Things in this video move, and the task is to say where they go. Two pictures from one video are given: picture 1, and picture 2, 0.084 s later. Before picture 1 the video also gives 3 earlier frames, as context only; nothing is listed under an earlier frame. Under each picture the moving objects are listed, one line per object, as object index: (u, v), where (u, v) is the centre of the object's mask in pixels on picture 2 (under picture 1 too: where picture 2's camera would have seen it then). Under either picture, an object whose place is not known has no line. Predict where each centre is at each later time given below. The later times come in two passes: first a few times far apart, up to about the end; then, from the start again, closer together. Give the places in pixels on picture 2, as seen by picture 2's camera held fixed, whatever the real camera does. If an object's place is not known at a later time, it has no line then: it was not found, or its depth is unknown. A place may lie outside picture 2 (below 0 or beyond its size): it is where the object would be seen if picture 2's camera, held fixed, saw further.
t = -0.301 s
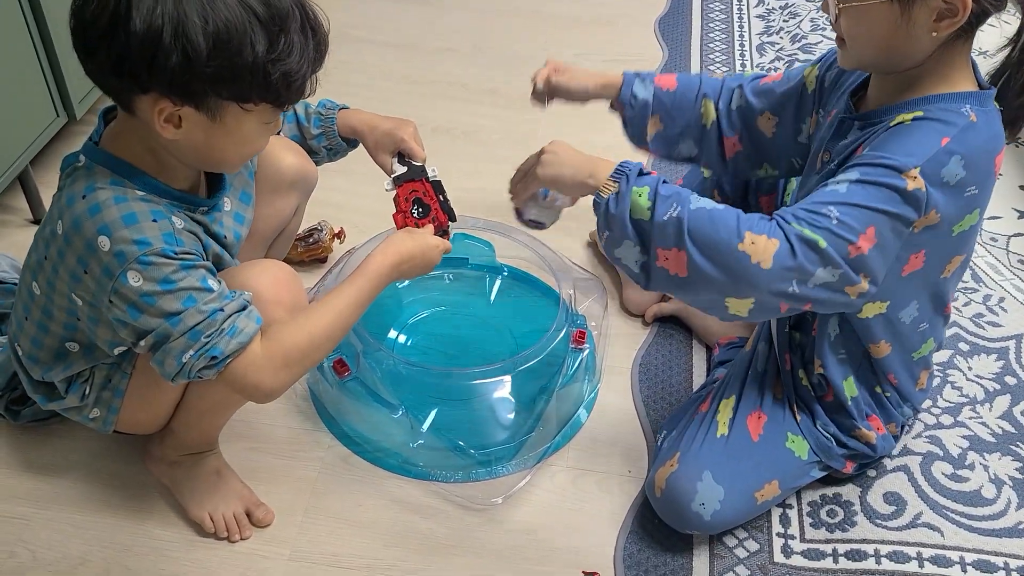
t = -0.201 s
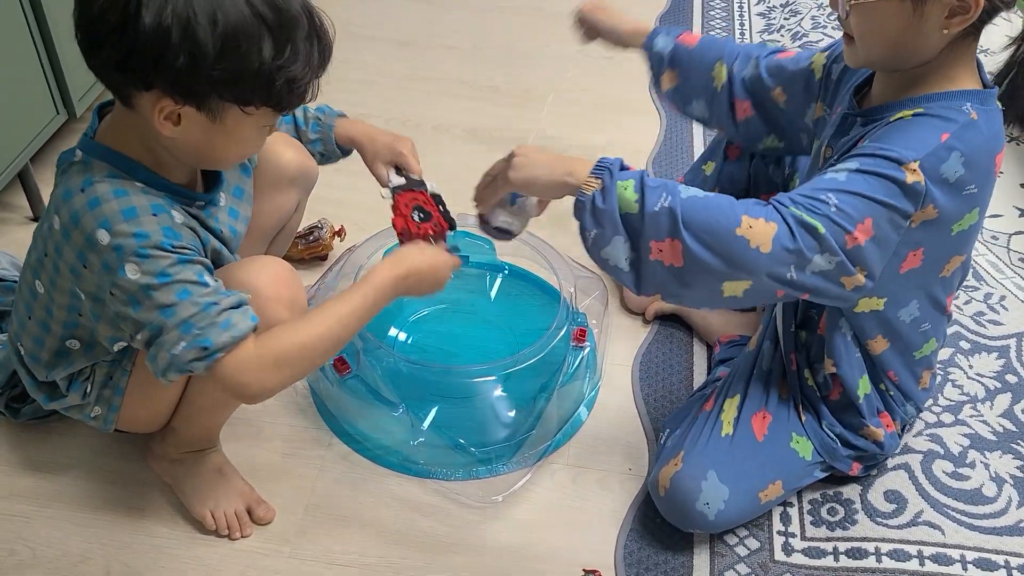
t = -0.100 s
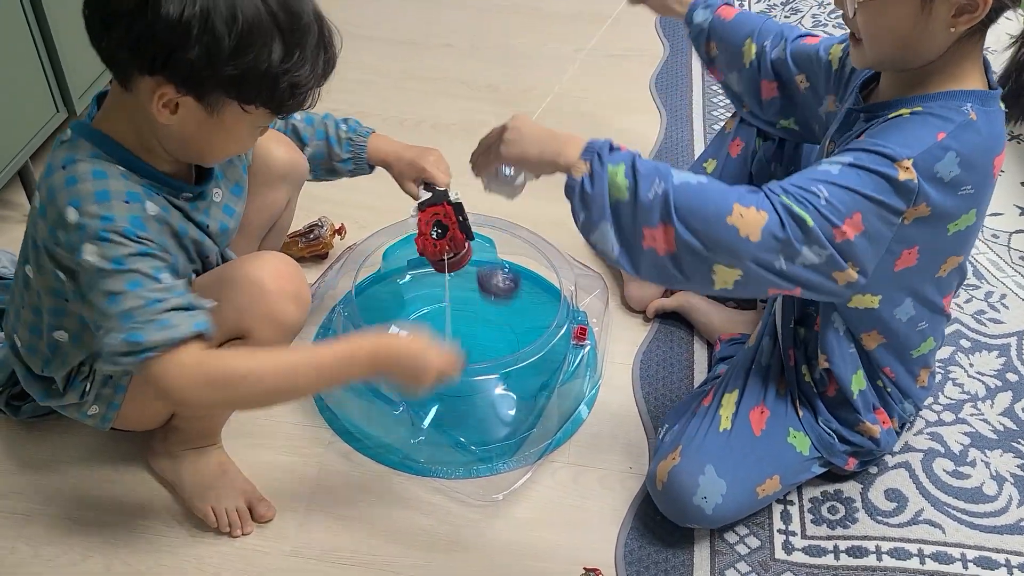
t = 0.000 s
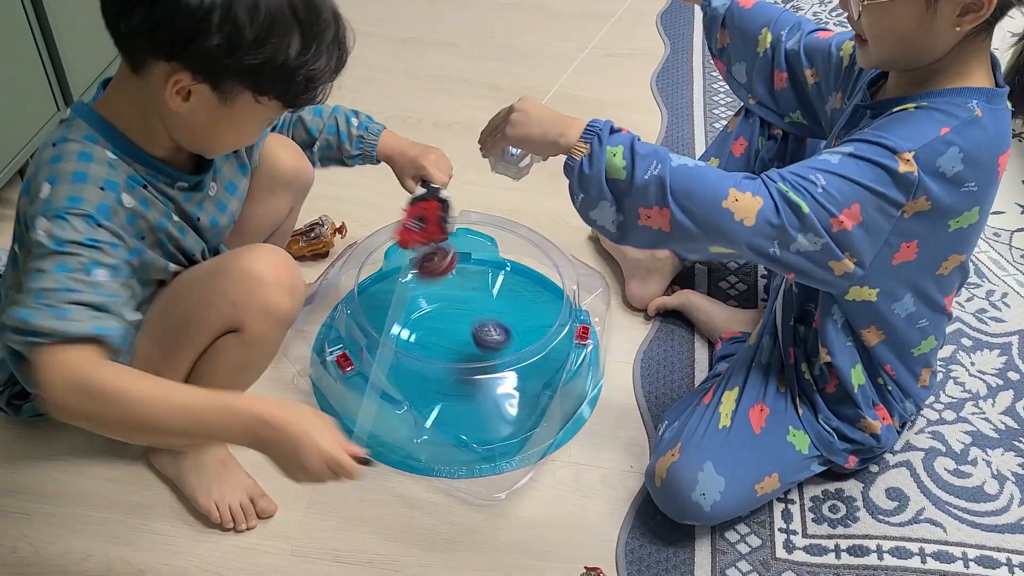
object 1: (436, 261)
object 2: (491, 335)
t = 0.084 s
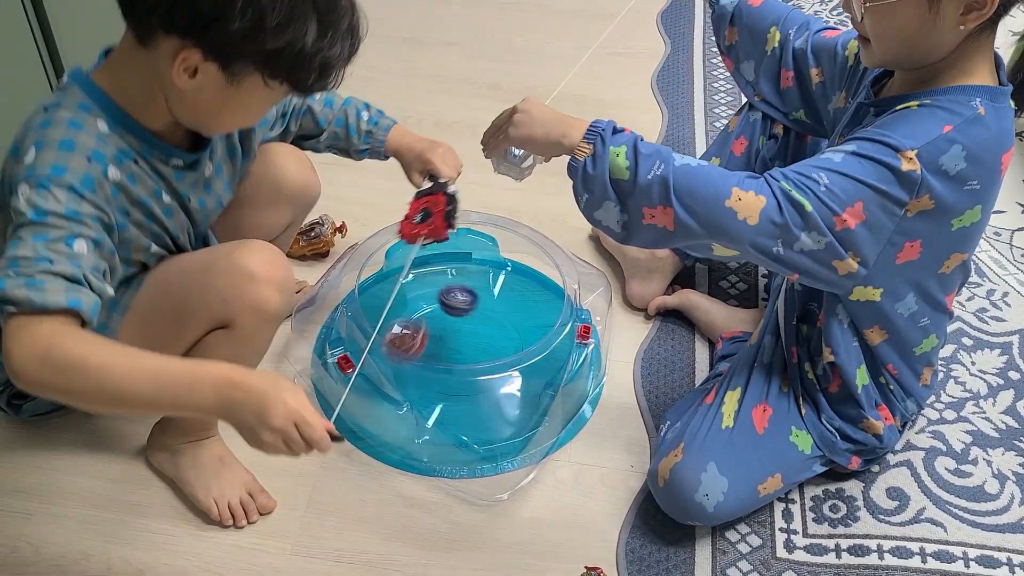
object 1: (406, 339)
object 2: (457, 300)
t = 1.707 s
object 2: (481, 351)
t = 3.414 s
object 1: (437, 350)
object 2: (466, 315)
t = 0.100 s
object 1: (400, 360)
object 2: (451, 297)
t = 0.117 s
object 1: (397, 379)
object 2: (444, 295)
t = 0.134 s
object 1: (408, 382)
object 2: (438, 295)
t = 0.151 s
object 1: (422, 372)
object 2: (431, 296)
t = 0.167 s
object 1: (436, 364)
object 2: (425, 298)
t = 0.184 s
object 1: (449, 357)
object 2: (420, 295)
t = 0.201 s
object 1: (462, 354)
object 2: (418, 290)
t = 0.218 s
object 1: (474, 351)
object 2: (415, 287)
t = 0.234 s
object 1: (487, 349)
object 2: (412, 285)
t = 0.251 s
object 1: (497, 340)
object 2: (409, 285)
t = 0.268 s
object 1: (507, 330)
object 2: (406, 286)
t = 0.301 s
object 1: (523, 316)
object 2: (400, 291)
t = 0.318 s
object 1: (532, 311)
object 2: (398, 294)
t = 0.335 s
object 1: (538, 305)
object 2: (398, 294)
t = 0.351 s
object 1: (546, 299)
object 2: (397, 296)
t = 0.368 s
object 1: (553, 293)
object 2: (396, 299)
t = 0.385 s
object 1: (558, 289)
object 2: (396, 303)
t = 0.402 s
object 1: (554, 287)
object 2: (396, 305)
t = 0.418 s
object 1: (550, 286)
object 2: (397, 307)
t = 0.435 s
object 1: (542, 287)
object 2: (398, 309)
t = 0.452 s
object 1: (540, 288)
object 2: (398, 313)
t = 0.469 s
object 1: (537, 289)
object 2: (400, 317)
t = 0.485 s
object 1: (533, 287)
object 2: (403, 320)
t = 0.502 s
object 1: (529, 288)
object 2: (406, 324)
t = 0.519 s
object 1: (526, 288)
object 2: (410, 328)
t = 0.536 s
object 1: (522, 289)
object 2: (414, 331)
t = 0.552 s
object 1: (520, 288)
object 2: (418, 334)
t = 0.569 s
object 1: (517, 288)
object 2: (422, 336)
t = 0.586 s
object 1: (515, 289)
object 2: (426, 339)
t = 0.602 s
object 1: (513, 289)
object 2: (431, 342)
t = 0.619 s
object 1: (512, 289)
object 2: (435, 344)
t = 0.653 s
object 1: (509, 290)
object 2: (444, 348)
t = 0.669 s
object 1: (509, 289)
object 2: (449, 349)
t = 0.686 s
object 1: (508, 290)
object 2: (453, 351)
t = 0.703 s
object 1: (508, 290)
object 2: (456, 352)
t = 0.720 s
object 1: (508, 290)
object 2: (460, 353)
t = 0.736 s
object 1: (507, 290)
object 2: (463, 354)
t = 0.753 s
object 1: (507, 290)
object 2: (466, 355)
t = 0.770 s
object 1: (507, 291)
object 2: (468, 356)
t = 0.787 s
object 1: (507, 291)
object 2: (470, 357)
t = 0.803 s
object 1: (506, 291)
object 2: (472, 358)
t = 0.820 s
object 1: (506, 292)
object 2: (474, 358)
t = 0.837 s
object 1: (505, 292)
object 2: (477, 363)
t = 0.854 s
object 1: (505, 292)
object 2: (478, 365)
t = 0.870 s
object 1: (504, 293)
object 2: (478, 366)
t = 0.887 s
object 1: (503, 293)
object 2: (478, 367)
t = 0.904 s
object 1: (503, 294)
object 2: (478, 367)
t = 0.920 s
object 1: (503, 295)
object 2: (478, 368)
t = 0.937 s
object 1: (502, 295)
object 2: (478, 369)
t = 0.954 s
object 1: (501, 296)
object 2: (477, 371)
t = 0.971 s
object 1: (501, 296)
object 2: (477, 374)
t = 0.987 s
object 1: (501, 296)
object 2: (476, 374)
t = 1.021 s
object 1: (499, 298)
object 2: (474, 376)
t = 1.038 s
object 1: (498, 298)
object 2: (473, 377)
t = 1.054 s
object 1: (497, 299)
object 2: (472, 377)
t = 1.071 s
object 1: (495, 300)
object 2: (471, 378)
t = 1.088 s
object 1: (492, 302)
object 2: (469, 379)
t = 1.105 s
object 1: (489, 303)
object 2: (468, 380)
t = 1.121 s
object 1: (486, 306)
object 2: (467, 380)
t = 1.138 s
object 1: (483, 307)
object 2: (465, 381)
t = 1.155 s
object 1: (478, 309)
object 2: (464, 381)
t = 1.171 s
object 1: (474, 310)
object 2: (462, 381)
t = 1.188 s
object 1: (470, 312)
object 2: (461, 381)
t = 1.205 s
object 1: (466, 313)
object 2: (460, 381)
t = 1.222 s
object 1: (461, 314)
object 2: (459, 382)
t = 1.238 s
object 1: (457, 316)
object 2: (458, 381)
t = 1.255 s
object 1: (453, 318)
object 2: (457, 381)
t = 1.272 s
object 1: (449, 320)
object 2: (457, 381)
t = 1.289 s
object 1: (445, 322)
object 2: (456, 381)
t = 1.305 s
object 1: (441, 325)
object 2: (457, 380)
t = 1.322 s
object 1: (437, 327)
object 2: (457, 380)
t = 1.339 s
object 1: (435, 329)
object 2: (458, 379)
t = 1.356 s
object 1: (432, 332)
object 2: (460, 378)
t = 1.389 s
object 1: (427, 337)
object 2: (462, 375)
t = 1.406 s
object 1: (425, 340)
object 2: (463, 375)
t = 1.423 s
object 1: (423, 342)
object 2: (464, 374)
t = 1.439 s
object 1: (422, 345)
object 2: (466, 372)
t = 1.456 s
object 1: (421, 348)
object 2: (467, 371)
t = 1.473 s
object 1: (421, 350)
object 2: (469, 369)
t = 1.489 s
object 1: (421, 351)
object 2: (470, 368)
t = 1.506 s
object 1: (421, 353)
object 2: (471, 367)
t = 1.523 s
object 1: (420, 361)
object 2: (472, 365)
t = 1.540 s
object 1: (421, 363)
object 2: (473, 363)
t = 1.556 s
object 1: (422, 366)
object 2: (474, 362)
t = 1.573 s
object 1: (423, 368)
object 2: (473, 363)
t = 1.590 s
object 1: (424, 370)
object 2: (475, 361)
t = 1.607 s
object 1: (426, 371)
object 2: (476, 359)
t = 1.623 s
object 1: (428, 373)
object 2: (478, 356)
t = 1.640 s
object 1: (429, 374)
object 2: (479, 355)
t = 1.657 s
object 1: (431, 375)
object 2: (480, 354)
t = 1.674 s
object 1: (433, 376)
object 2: (481, 354)
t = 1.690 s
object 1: (435, 377)
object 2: (481, 351)
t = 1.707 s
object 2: (481, 351)
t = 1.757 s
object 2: (483, 349)
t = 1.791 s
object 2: (483, 348)
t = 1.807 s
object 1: (446, 376)
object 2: (484, 347)
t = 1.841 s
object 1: (447, 375)
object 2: (484, 347)
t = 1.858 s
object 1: (448, 374)
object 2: (484, 347)
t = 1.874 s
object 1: (450, 373)
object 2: (484, 346)
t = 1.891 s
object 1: (451, 372)
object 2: (485, 345)
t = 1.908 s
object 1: (452, 371)
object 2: (486, 345)
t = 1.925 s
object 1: (453, 370)
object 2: (486, 344)
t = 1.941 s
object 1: (454, 369)
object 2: (487, 344)
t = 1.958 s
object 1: (455, 368)
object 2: (488, 343)
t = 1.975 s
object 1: (456, 366)
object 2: (489, 342)
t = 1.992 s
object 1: (457, 365)
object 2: (489, 341)
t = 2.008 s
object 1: (457, 365)
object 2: (490, 340)
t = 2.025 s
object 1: (457, 364)
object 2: (490, 339)
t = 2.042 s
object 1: (458, 364)
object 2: (491, 338)
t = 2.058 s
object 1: (458, 363)
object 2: (491, 337)
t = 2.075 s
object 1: (458, 363)
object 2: (491, 337)
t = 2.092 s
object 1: (458, 362)
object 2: (491, 337)
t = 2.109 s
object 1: (458, 362)
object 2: (491, 336)
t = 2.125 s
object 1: (458, 361)
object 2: (491, 336)
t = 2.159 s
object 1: (458, 360)
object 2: (491, 335)
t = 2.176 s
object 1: (458, 359)
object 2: (490, 334)
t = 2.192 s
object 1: (457, 358)
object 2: (491, 333)
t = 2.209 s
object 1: (456, 358)
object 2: (491, 332)
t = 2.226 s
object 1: (455, 357)
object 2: (491, 332)
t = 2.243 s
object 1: (454, 357)
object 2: (492, 330)
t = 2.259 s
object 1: (453, 356)
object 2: (493, 329)
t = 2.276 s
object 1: (453, 356)
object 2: (494, 329)
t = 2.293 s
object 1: (453, 355)
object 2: (494, 328)
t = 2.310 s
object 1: (453, 355)
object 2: (494, 327)
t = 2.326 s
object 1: (453, 354)
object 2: (494, 327)
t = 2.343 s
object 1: (453, 354)
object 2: (494, 327)
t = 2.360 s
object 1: (453, 354)
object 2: (494, 326)
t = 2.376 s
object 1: (452, 353)
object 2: (493, 326)
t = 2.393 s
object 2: (493, 327)
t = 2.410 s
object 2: (493, 326)
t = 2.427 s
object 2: (492, 326)
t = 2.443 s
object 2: (492, 326)
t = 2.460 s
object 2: (491, 326)
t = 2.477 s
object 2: (490, 326)
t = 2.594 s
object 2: (483, 326)
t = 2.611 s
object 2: (482, 326)
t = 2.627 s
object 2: (485, 323)
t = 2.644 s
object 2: (487, 320)
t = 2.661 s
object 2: (489, 318)
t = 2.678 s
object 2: (490, 316)
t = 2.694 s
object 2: (491, 315)
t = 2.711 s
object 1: (433, 352)
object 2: (492, 314)
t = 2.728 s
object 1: (432, 352)
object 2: (493, 314)
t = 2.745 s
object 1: (432, 352)
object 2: (493, 313)
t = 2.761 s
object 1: (432, 352)
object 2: (494, 313)
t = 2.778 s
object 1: (432, 352)
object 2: (494, 313)
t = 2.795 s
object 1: (432, 352)
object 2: (494, 314)
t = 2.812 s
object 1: (432, 352)
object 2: (494, 314)
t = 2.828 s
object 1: (432, 352)
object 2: (494, 314)
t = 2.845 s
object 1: (432, 352)
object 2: (493, 315)
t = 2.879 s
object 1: (433, 351)
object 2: (492, 316)
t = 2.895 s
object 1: (434, 351)
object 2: (491, 317)
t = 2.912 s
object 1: (434, 351)
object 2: (490, 318)
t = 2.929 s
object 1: (435, 351)
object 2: (488, 319)
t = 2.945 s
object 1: (436, 350)
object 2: (487, 320)
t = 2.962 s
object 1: (436, 351)
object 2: (486, 320)
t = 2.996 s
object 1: (437, 349)
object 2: (483, 322)
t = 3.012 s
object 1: (437, 349)
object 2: (481, 323)
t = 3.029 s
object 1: (438, 349)
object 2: (480, 323)
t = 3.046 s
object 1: (438, 349)
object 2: (478, 324)
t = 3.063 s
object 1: (438, 349)
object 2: (477, 324)
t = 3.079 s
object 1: (438, 348)
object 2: (476, 324)
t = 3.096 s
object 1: (439, 348)
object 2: (474, 324)
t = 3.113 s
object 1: (439, 348)
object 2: (473, 323)
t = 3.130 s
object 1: (439, 347)
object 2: (472, 322)
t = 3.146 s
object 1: (438, 348)
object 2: (472, 320)
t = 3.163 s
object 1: (437, 348)
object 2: (472, 319)
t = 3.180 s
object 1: (435, 349)
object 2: (472, 317)
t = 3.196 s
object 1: (434, 350)
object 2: (472, 316)
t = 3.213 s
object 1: (433, 350)
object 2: (472, 315)
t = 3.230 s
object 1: (433, 350)
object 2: (472, 314)
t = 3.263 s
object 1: (433, 350)
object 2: (472, 313)
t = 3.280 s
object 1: (434, 350)
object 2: (472, 313)
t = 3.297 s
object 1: (434, 350)
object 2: (472, 313)
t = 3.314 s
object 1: (434, 350)
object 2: (471, 313)
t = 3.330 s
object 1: (435, 350)
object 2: (471, 313)
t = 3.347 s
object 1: (435, 350)
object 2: (470, 314)
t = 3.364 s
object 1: (435, 350)
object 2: (469, 314)
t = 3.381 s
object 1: (436, 350)
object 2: (468, 315)
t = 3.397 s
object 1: (436, 350)
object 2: (467, 315)
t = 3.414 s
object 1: (437, 350)
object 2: (466, 315)
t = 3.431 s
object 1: (437, 349)
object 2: (465, 316)
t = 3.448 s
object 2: (464, 317)
